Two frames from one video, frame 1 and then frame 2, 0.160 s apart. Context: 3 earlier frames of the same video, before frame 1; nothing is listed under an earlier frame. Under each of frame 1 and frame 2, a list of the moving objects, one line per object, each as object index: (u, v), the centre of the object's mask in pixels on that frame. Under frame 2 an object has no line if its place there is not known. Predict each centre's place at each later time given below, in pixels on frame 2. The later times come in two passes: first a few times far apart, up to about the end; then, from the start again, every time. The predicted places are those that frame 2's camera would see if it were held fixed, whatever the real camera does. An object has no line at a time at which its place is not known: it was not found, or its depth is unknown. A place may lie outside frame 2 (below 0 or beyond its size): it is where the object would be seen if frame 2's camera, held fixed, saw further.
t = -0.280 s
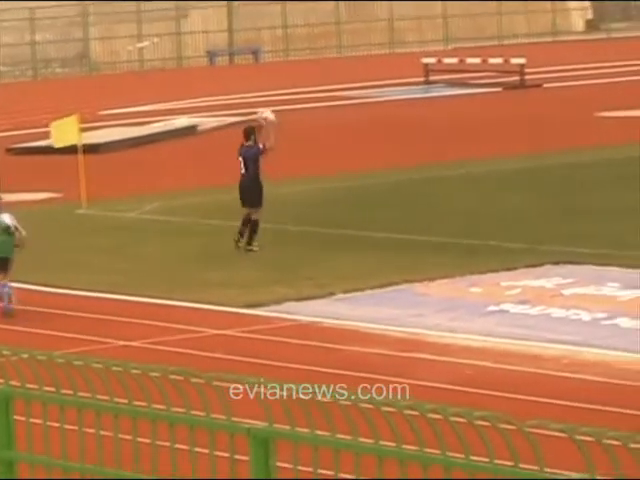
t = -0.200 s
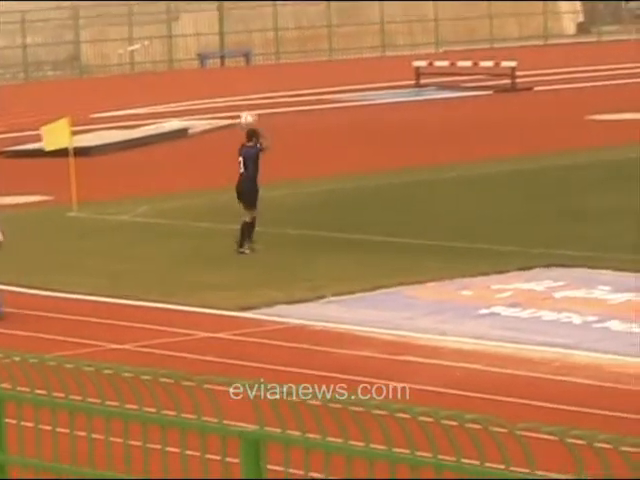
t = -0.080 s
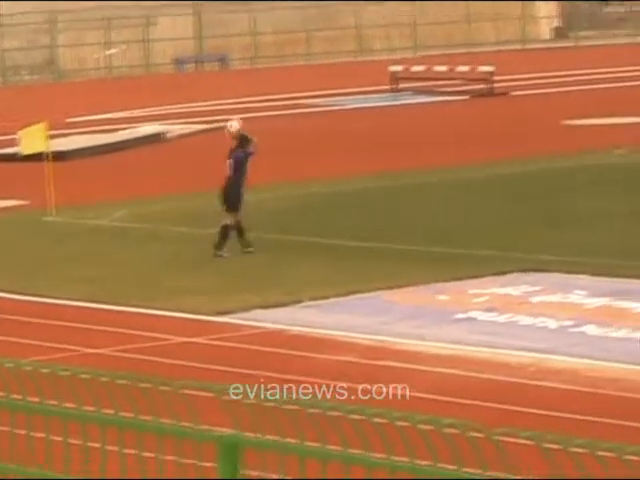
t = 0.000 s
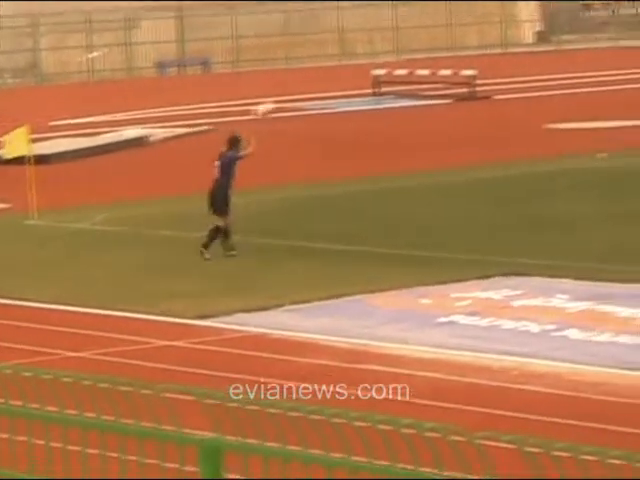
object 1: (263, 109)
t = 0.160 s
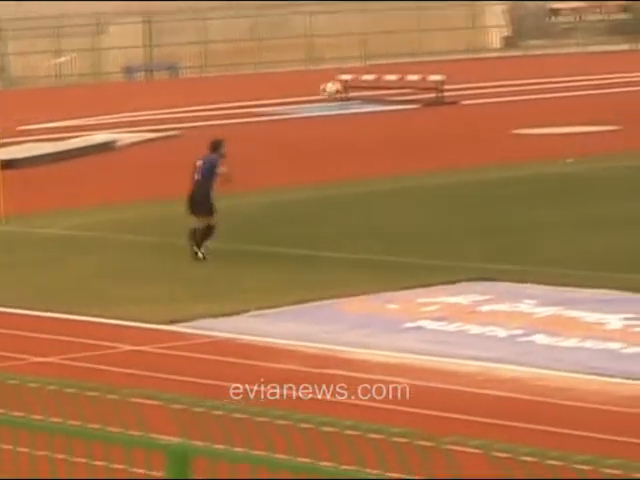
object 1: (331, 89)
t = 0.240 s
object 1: (377, 84)
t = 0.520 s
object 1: (530, 101)
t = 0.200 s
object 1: (354, 85)
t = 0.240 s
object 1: (377, 84)
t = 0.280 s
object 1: (400, 83)
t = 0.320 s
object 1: (423, 82)
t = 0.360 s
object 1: (444, 83)
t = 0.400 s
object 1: (467, 87)
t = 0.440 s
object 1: (489, 90)
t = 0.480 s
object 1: (511, 94)
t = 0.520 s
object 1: (530, 101)
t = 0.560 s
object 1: (550, 109)
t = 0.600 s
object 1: (573, 119)
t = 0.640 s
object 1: (589, 129)
